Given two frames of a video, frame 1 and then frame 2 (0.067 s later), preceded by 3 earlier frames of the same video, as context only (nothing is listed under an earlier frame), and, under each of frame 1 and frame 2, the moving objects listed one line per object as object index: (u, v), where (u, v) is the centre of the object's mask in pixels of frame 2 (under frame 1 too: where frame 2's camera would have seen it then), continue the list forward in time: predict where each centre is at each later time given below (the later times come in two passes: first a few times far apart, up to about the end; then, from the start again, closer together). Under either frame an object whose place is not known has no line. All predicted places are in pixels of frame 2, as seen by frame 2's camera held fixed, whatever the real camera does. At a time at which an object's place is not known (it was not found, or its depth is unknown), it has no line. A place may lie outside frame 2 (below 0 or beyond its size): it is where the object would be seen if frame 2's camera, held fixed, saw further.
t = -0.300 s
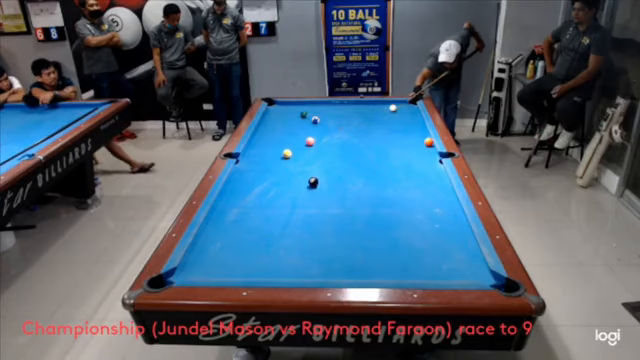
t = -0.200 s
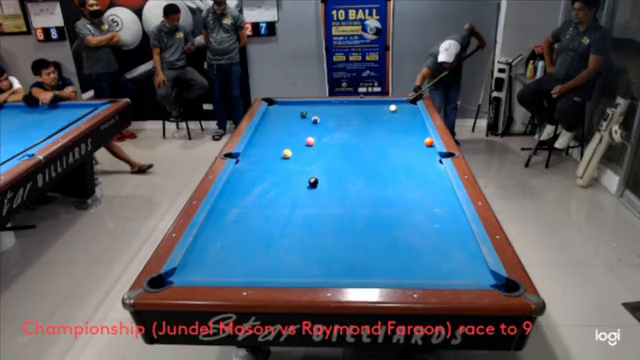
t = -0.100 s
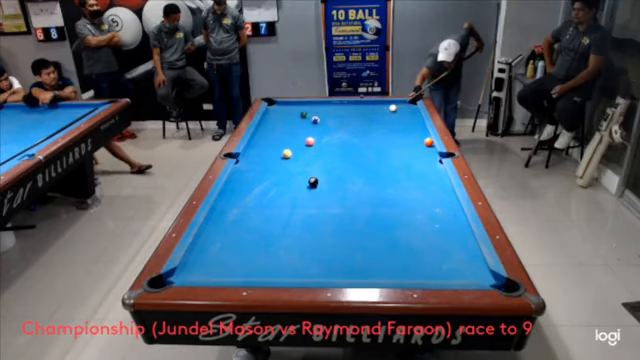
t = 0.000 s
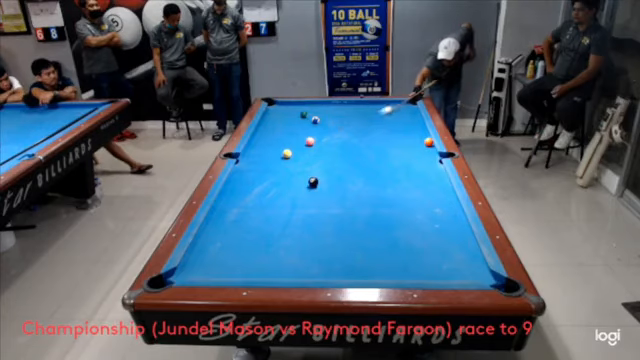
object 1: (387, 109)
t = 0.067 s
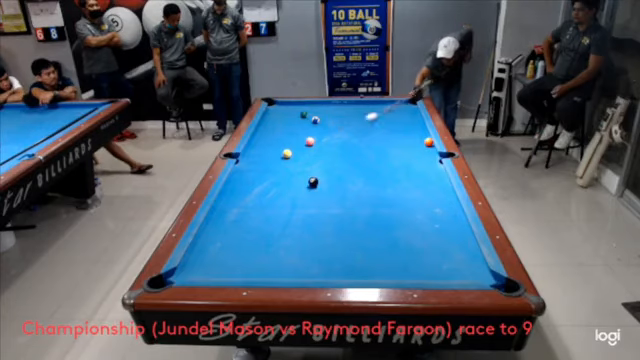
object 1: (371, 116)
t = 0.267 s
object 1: (326, 135)
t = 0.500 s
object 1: (325, 142)
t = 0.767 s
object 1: (334, 146)
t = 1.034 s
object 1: (344, 149)
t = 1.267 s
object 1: (352, 152)
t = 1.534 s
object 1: (361, 155)
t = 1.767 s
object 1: (369, 158)
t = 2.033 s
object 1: (377, 160)
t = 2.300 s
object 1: (384, 163)
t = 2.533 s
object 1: (390, 165)
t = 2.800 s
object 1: (395, 167)
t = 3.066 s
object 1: (401, 169)
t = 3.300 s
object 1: (404, 170)
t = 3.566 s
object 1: (407, 171)
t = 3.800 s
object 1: (410, 171)
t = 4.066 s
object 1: (411, 172)
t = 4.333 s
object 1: (412, 172)
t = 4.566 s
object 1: (412, 172)
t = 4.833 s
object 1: (412, 172)
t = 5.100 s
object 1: (412, 172)
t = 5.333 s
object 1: (412, 172)
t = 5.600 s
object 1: (412, 172)
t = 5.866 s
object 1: (412, 172)
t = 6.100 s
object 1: (412, 172)
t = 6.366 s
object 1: (412, 172)
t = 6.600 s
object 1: (412, 172)
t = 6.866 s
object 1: (412, 172)
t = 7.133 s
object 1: (412, 172)
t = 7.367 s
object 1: (412, 172)
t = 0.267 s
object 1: (326, 135)
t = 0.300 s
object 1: (319, 138)
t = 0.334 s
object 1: (318, 140)
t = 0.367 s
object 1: (319, 141)
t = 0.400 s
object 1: (320, 141)
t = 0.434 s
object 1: (322, 141)
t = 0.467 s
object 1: (323, 142)
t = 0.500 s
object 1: (325, 142)
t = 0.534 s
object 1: (326, 143)
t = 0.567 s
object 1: (327, 143)
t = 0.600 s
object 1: (328, 144)
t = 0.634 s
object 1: (329, 144)
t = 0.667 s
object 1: (331, 144)
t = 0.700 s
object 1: (332, 145)
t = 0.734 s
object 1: (333, 146)
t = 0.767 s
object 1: (334, 146)
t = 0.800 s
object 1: (335, 147)
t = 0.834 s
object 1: (337, 147)
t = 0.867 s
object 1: (338, 148)
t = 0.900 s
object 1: (339, 148)
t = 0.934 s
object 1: (341, 148)
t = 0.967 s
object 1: (342, 149)
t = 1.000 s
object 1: (343, 149)
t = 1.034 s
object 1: (344, 149)
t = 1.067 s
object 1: (345, 150)
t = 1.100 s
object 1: (347, 150)
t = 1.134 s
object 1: (348, 151)
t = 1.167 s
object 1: (349, 151)
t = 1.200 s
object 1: (350, 152)
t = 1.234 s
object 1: (351, 152)
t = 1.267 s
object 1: (352, 152)
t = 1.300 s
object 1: (354, 153)
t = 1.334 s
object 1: (355, 153)
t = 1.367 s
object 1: (356, 154)
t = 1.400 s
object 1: (357, 154)
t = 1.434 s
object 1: (358, 154)
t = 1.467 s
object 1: (359, 155)
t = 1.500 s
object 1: (360, 155)
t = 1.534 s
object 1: (361, 155)
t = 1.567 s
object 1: (363, 156)
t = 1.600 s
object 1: (364, 156)
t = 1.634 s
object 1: (365, 157)
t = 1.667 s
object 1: (366, 157)
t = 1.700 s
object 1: (367, 157)
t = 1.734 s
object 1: (368, 158)
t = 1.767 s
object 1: (369, 158)
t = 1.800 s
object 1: (370, 158)
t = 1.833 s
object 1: (371, 159)
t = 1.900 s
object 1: (373, 159)
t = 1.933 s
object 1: (374, 160)
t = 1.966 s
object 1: (375, 160)
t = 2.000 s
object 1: (376, 160)
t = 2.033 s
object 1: (377, 160)
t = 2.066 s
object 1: (378, 161)
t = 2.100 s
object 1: (379, 161)
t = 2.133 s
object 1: (379, 161)
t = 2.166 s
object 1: (380, 161)
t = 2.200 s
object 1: (381, 162)
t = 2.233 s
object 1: (382, 162)
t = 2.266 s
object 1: (383, 163)
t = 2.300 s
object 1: (384, 163)
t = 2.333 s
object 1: (385, 163)
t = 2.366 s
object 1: (385, 164)
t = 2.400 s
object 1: (386, 164)
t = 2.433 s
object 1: (387, 164)
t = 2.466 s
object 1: (388, 165)
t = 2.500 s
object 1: (389, 165)
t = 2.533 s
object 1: (390, 165)
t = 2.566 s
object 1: (390, 165)
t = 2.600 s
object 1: (391, 166)
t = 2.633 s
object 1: (392, 166)
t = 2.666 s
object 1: (393, 166)
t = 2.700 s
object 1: (393, 166)
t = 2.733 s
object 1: (394, 167)
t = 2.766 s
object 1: (395, 167)
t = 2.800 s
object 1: (395, 167)
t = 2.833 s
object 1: (396, 167)
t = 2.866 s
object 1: (397, 167)
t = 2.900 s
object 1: (397, 168)
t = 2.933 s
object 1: (398, 168)
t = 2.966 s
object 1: (399, 168)
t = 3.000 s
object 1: (399, 168)
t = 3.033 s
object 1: (400, 168)
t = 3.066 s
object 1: (401, 169)
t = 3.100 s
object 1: (401, 169)
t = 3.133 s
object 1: (402, 169)
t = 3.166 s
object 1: (402, 169)
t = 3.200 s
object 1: (403, 169)
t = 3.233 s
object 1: (403, 170)
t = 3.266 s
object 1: (404, 169)
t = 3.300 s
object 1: (404, 170)
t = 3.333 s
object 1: (404, 170)
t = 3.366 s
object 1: (405, 170)
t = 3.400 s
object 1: (405, 170)
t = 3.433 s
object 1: (406, 170)
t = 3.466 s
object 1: (406, 170)
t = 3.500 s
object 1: (406, 170)
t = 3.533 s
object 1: (407, 171)
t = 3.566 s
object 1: (407, 171)
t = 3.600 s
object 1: (408, 171)
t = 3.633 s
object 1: (408, 171)
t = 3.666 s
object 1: (409, 171)
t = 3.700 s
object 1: (409, 171)
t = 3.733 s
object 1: (409, 171)
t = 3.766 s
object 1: (409, 171)
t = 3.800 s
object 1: (410, 171)
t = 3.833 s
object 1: (410, 171)
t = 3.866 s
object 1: (410, 172)
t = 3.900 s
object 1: (410, 172)
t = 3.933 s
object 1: (410, 172)
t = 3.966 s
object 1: (411, 172)
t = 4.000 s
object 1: (411, 172)
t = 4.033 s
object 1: (411, 172)
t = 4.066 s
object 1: (411, 172)
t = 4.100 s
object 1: (411, 172)
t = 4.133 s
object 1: (412, 172)
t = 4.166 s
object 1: (412, 171)
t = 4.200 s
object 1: (412, 172)
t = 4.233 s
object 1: (412, 172)
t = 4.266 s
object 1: (412, 172)
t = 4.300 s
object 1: (412, 172)
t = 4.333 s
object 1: (412, 172)
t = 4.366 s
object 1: (412, 172)
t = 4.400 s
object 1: (412, 172)
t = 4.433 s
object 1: (412, 171)
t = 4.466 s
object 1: (412, 171)
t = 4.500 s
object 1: (412, 172)
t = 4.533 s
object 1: (412, 172)
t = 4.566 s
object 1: (412, 172)
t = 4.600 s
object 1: (412, 171)
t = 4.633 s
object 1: (412, 172)
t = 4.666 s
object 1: (412, 172)
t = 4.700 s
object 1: (412, 172)
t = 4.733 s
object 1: (412, 172)
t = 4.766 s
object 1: (412, 172)
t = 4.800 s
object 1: (412, 172)
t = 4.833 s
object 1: (412, 172)
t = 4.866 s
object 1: (412, 172)
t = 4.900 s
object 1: (412, 172)
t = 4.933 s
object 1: (412, 172)
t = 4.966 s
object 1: (412, 172)
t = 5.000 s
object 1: (412, 172)
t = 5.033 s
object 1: (412, 172)
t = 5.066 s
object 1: (412, 172)
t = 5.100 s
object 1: (412, 172)
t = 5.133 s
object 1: (412, 172)
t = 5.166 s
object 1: (412, 172)
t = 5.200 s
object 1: (412, 172)
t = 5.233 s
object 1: (412, 172)
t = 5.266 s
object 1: (412, 172)
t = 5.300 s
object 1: (412, 172)
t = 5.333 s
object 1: (412, 172)
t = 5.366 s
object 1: (412, 172)
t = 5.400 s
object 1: (412, 172)
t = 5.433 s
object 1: (412, 172)
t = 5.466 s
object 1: (412, 172)
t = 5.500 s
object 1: (412, 172)
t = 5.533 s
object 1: (412, 172)
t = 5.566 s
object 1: (412, 172)
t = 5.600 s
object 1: (412, 172)
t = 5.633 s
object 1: (412, 172)
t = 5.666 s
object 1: (412, 172)
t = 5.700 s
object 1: (412, 172)
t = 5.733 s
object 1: (412, 172)
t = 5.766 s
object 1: (412, 172)
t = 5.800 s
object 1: (412, 172)
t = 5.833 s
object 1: (412, 172)
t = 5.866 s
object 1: (412, 172)
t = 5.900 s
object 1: (412, 172)
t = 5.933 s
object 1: (412, 172)
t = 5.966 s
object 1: (412, 172)
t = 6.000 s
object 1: (412, 172)
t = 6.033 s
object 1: (412, 172)
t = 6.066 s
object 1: (412, 172)
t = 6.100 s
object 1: (412, 172)
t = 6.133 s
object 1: (412, 172)
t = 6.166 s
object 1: (412, 172)
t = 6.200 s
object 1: (412, 172)
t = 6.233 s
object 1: (412, 172)
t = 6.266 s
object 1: (412, 172)
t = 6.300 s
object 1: (412, 172)
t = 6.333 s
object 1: (412, 172)
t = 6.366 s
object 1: (412, 172)
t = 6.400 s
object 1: (412, 172)
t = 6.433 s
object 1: (412, 172)
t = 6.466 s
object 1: (412, 172)
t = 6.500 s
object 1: (412, 172)
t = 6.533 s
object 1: (412, 172)
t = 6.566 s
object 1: (412, 172)
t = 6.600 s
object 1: (412, 172)
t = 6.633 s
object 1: (412, 172)
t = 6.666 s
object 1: (412, 172)
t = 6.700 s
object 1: (412, 172)
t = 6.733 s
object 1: (412, 172)
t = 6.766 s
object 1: (412, 172)
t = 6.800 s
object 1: (412, 172)
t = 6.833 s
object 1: (412, 172)
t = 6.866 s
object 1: (412, 172)
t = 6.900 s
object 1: (412, 172)
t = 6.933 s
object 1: (412, 172)
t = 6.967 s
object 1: (412, 172)
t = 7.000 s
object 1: (412, 172)
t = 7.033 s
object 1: (412, 172)
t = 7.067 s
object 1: (412, 172)
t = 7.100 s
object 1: (412, 172)
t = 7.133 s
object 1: (412, 172)
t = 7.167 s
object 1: (412, 172)
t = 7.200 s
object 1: (412, 172)
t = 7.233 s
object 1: (412, 172)
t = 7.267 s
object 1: (412, 172)
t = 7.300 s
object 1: (412, 172)
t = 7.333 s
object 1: (412, 172)
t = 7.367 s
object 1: (412, 172)
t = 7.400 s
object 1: (412, 172)
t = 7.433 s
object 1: (412, 172)
